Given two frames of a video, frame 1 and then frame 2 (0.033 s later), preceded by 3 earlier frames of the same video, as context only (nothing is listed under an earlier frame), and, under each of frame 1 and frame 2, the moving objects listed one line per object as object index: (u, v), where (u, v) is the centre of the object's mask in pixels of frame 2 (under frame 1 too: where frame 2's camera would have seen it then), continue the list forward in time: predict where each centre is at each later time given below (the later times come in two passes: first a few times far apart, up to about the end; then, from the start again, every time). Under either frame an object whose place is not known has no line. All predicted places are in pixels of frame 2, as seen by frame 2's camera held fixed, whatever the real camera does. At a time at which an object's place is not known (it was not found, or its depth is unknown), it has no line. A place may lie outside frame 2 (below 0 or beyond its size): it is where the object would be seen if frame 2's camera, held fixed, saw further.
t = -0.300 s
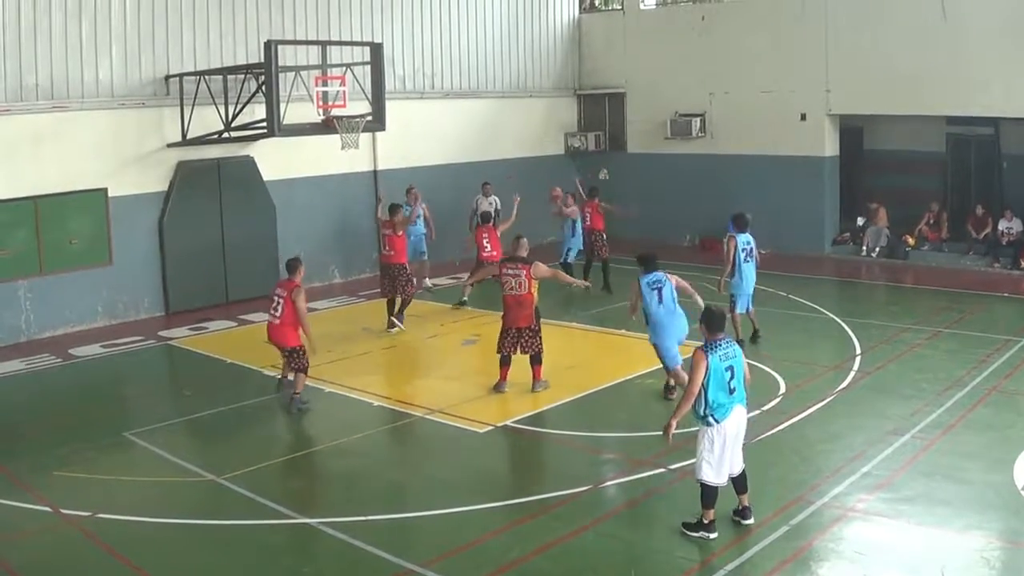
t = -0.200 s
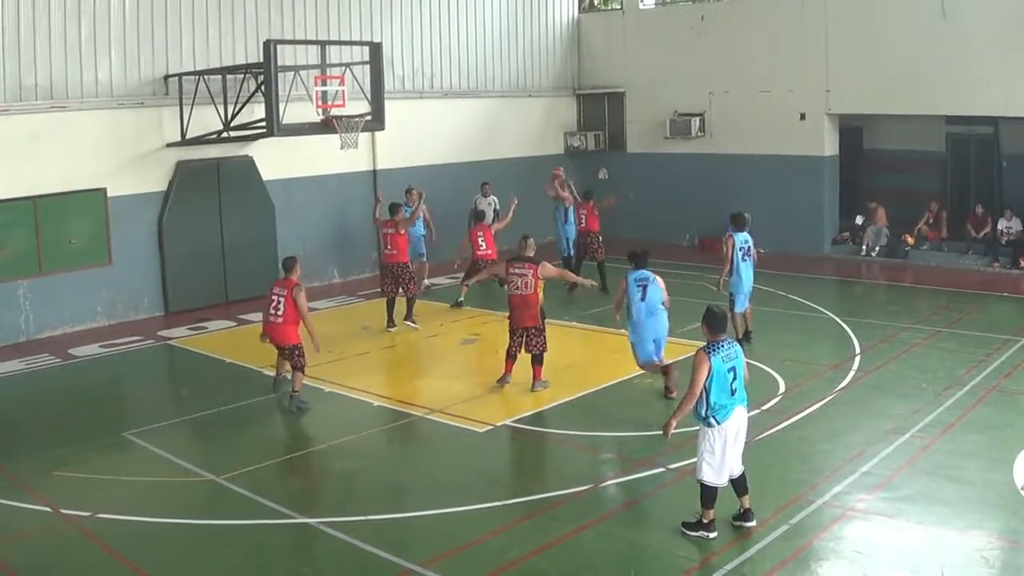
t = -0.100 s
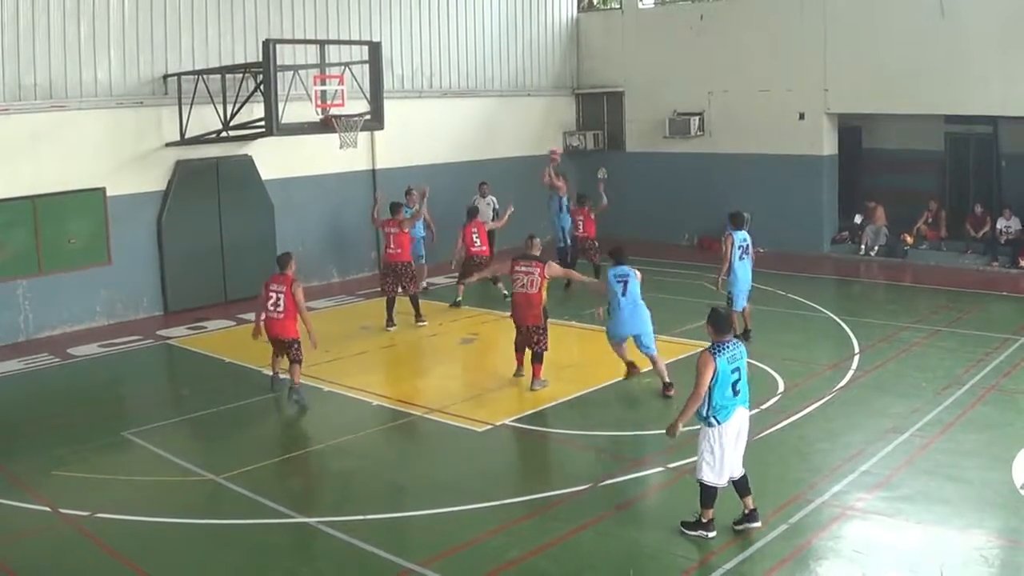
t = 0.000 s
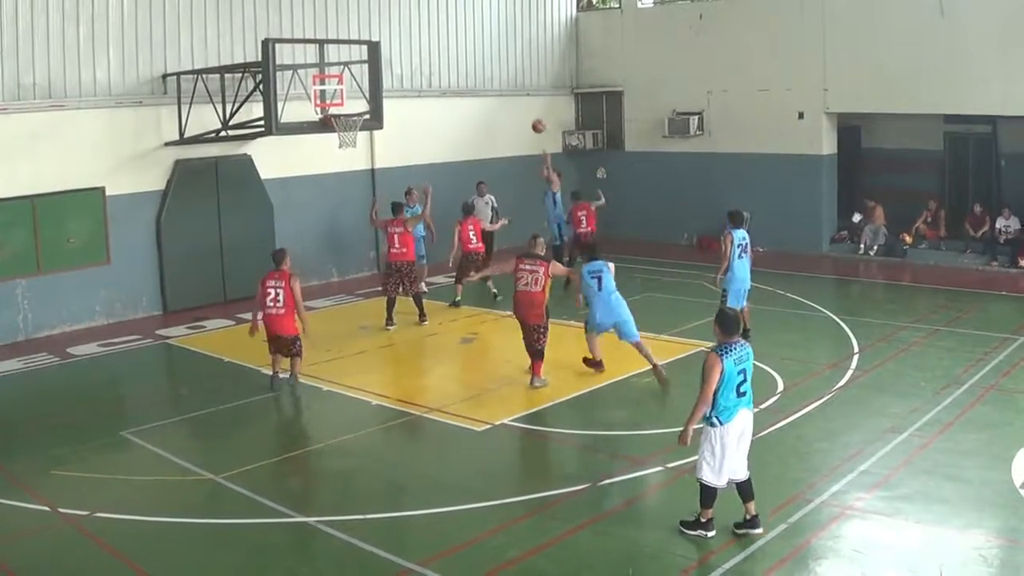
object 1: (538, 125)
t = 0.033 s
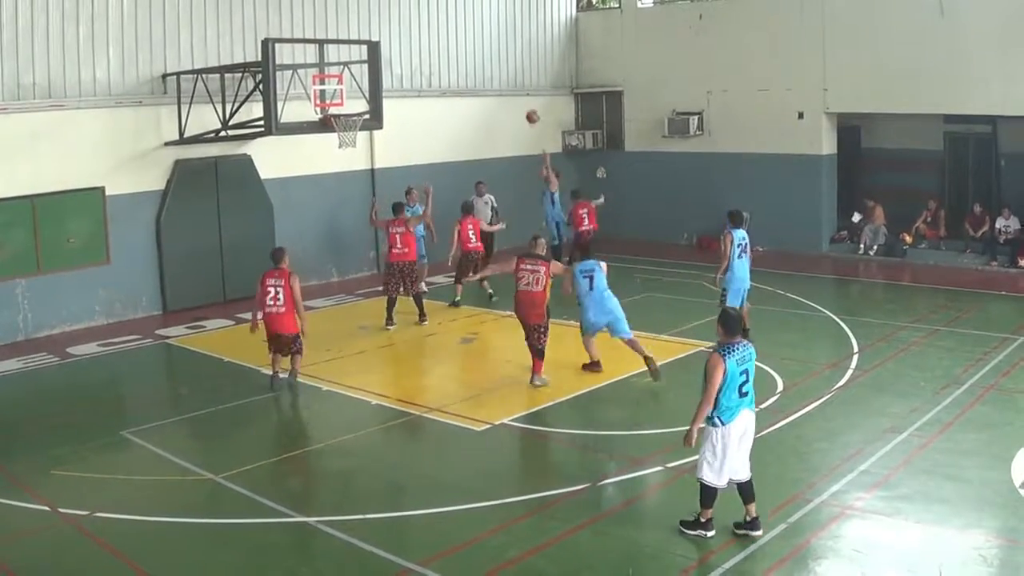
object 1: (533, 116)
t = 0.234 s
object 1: (497, 71)
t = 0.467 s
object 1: (455, 48)
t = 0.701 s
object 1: (410, 58)
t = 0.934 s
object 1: (364, 106)
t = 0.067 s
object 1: (527, 108)
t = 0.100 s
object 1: (520, 99)
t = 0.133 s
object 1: (514, 91)
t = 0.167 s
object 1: (509, 83)
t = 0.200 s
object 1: (503, 77)
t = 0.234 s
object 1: (497, 71)
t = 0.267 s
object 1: (492, 66)
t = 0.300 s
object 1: (485, 61)
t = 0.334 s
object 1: (479, 57)
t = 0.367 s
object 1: (473, 54)
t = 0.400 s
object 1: (466, 51)
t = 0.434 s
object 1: (460, 49)
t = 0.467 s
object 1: (455, 48)
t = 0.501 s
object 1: (448, 47)
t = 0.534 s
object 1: (442, 47)
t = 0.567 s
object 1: (436, 48)
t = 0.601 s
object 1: (429, 49)
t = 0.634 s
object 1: (422, 51)
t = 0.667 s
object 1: (417, 54)
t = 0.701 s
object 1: (410, 58)
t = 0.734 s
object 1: (404, 62)
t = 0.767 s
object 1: (397, 67)
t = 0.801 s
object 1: (391, 73)
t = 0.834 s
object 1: (385, 80)
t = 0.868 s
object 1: (380, 88)
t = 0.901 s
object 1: (372, 97)
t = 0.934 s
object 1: (364, 106)
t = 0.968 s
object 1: (358, 113)
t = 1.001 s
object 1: (362, 118)
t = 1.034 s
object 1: (364, 131)
